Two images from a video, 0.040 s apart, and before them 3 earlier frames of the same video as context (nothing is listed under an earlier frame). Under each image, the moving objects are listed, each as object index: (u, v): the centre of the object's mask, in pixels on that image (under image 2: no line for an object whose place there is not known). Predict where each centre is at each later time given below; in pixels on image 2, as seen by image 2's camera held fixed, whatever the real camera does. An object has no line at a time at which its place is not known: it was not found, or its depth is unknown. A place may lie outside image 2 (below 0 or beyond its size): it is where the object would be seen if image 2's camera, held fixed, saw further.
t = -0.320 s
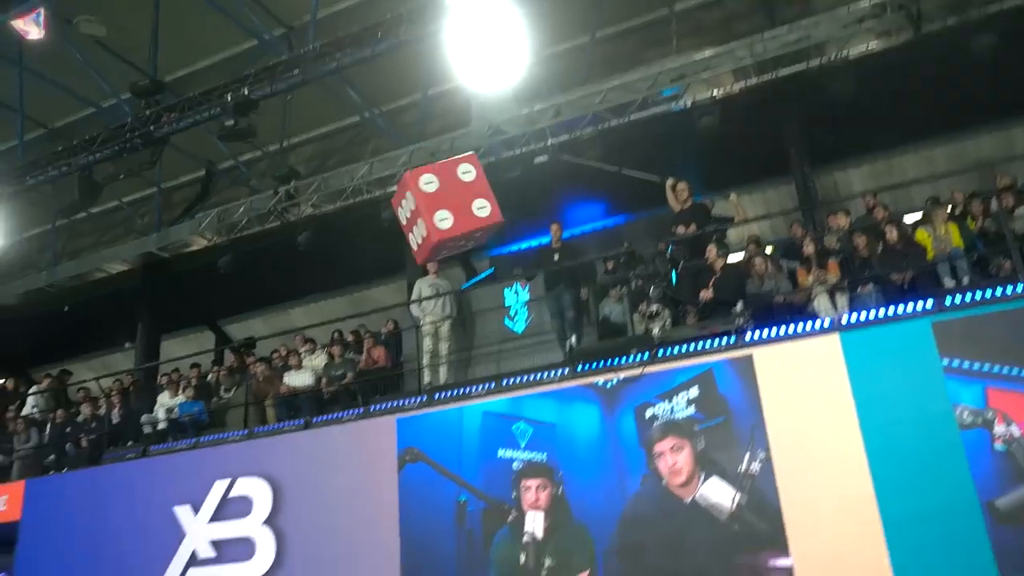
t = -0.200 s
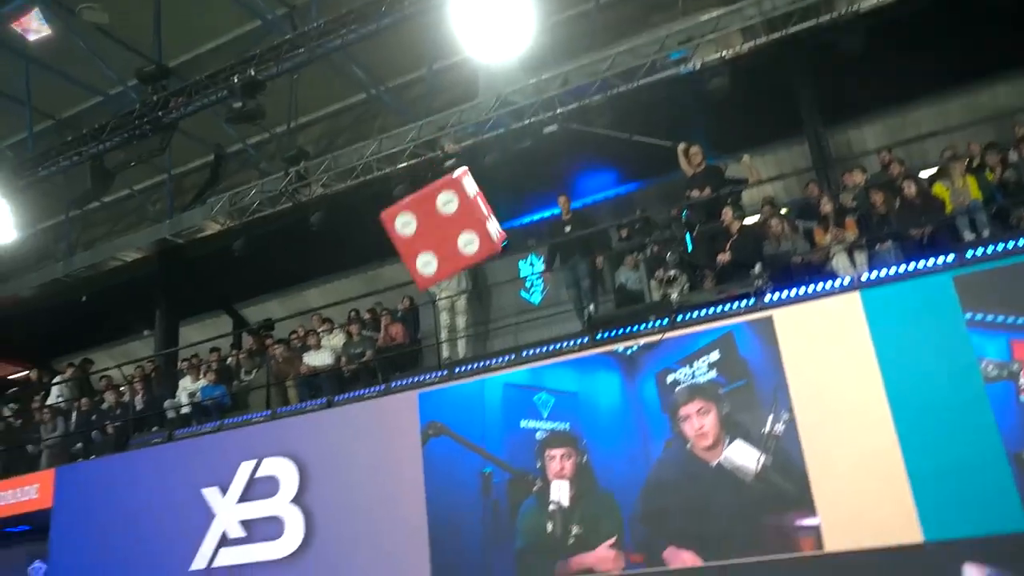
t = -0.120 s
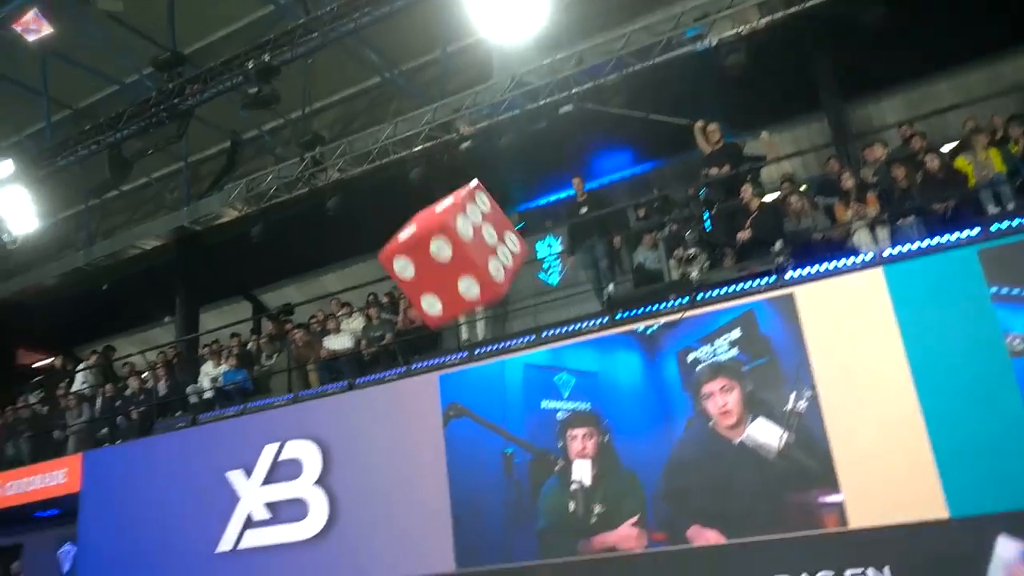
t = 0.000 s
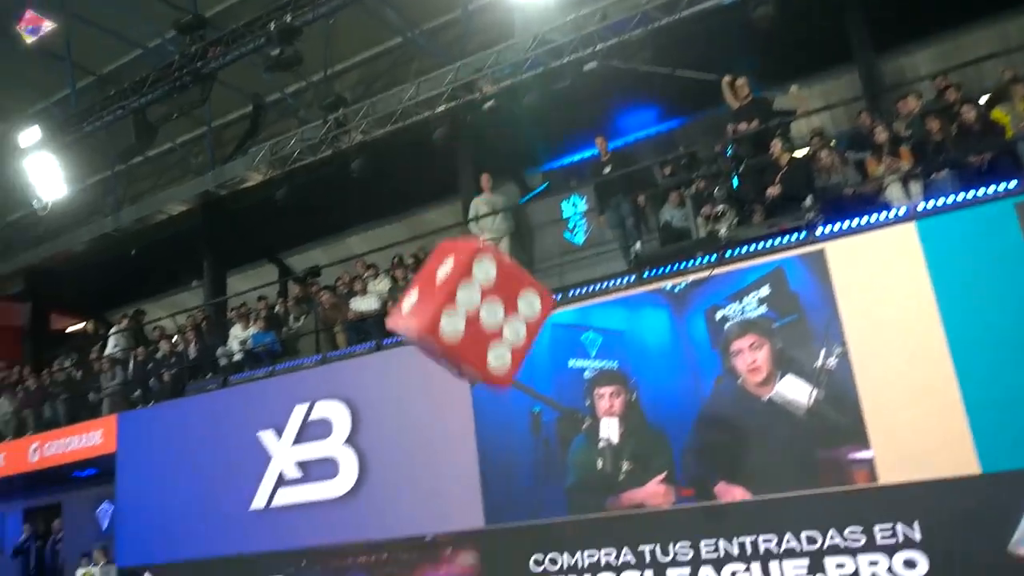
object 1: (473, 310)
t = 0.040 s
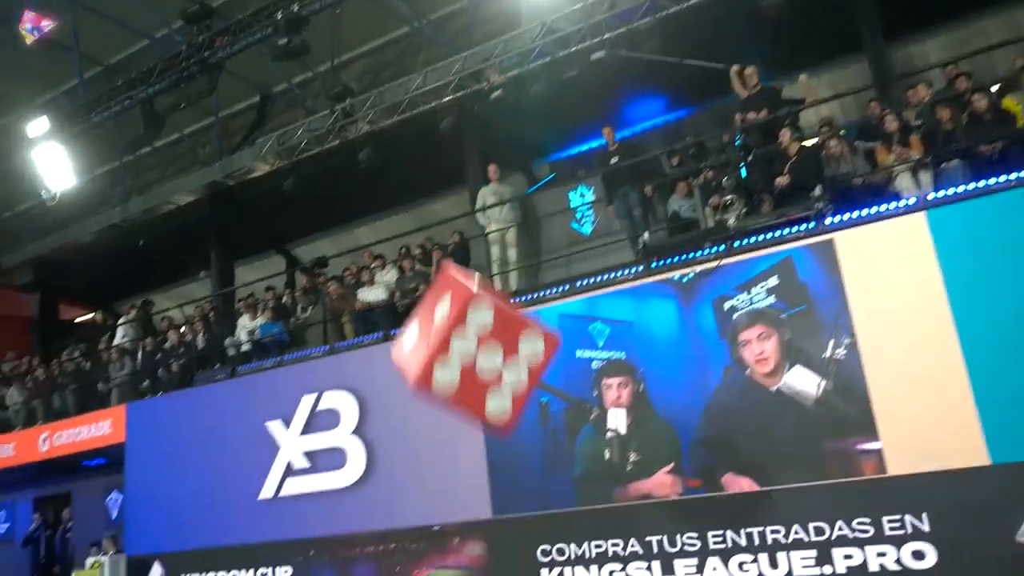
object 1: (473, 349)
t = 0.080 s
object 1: (470, 402)
